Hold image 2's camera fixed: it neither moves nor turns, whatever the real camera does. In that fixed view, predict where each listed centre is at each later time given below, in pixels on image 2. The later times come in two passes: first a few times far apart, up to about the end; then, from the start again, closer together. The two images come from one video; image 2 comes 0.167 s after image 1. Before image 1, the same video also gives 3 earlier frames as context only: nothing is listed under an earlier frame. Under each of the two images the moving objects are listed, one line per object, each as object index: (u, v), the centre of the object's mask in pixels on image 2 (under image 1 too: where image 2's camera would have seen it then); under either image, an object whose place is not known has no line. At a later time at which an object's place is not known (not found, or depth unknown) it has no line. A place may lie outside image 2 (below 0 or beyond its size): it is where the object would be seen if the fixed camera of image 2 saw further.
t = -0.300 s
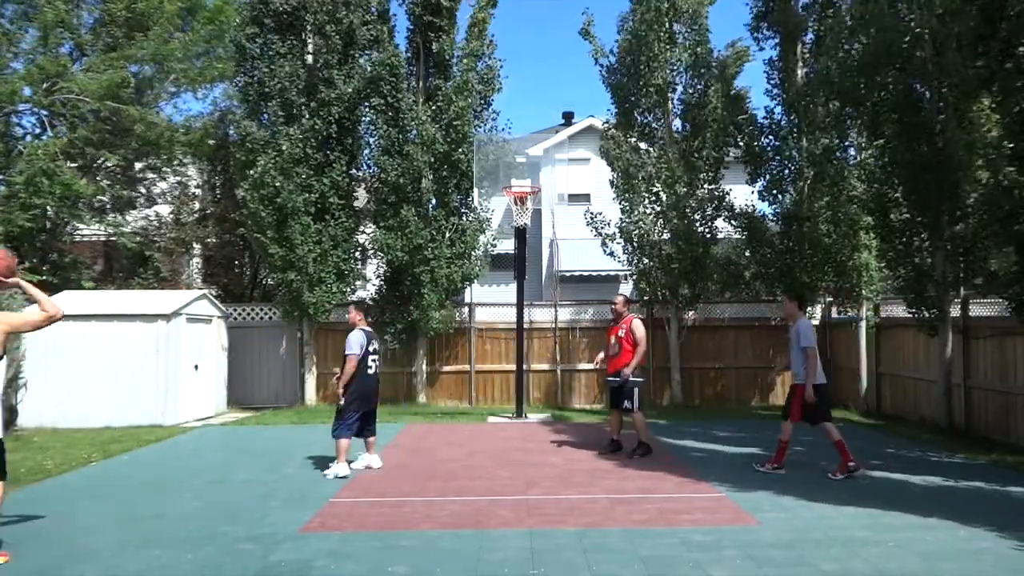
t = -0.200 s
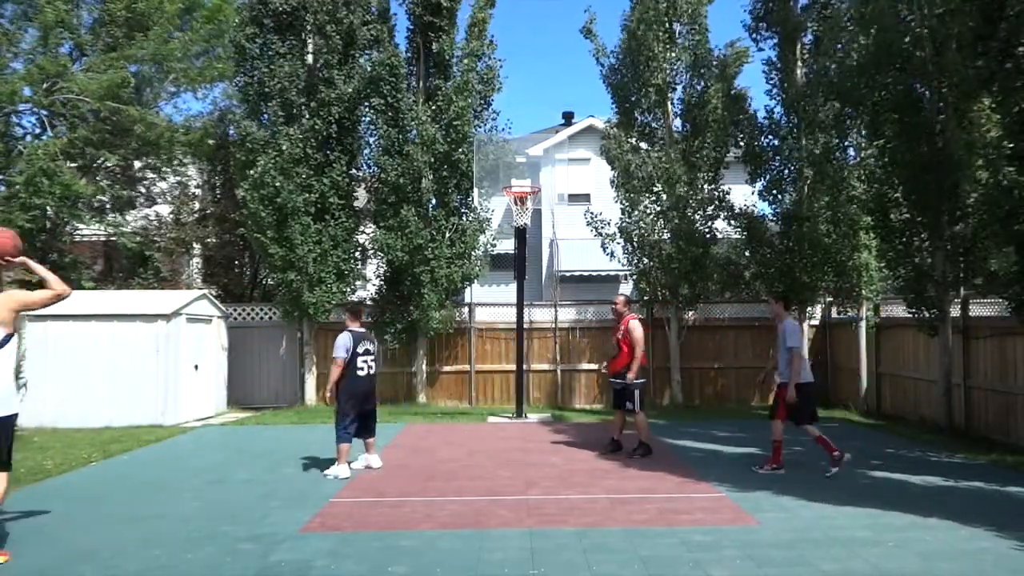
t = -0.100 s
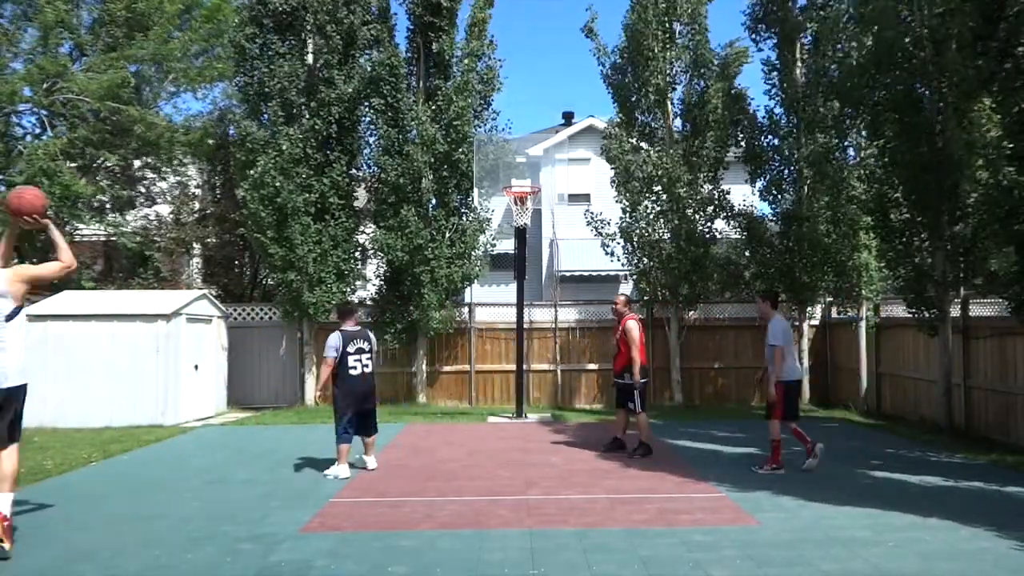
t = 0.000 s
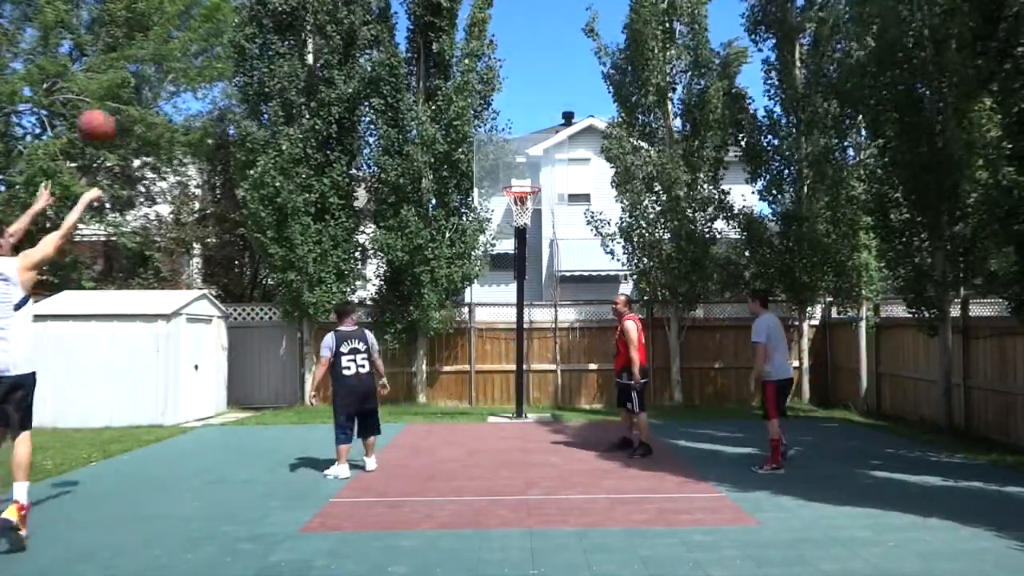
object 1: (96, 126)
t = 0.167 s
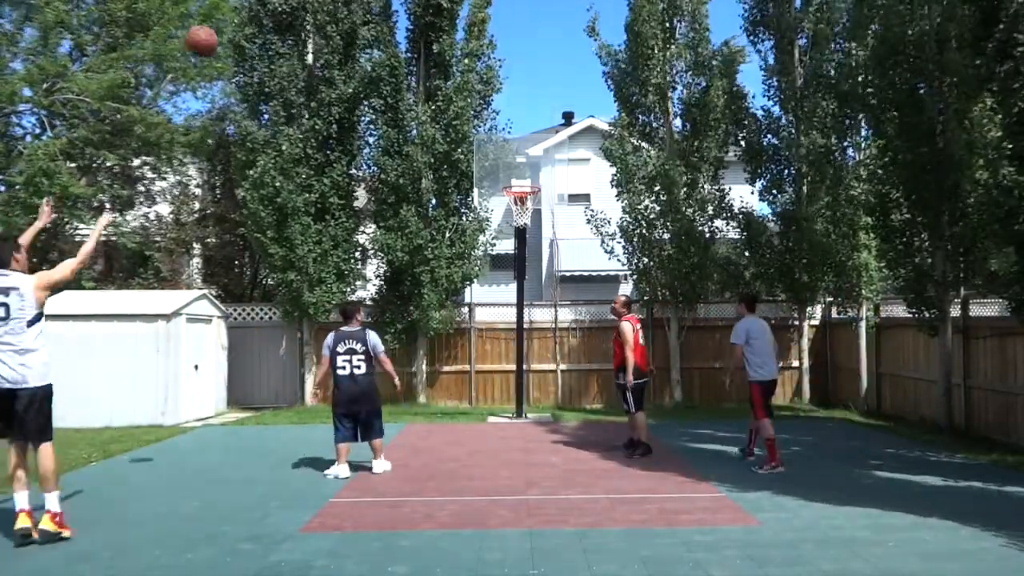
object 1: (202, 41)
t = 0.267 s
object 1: (253, 13)
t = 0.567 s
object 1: (375, 10)
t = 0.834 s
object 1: (454, 68)
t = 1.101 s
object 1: (517, 171)
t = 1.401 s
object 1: (502, 150)
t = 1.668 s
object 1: (471, 174)
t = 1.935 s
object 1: (426, 305)
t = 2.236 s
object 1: (352, 450)
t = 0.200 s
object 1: (220, 30)
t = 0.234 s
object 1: (237, 21)
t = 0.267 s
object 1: (253, 13)
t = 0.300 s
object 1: (268, 9)
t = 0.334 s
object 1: (284, 6)
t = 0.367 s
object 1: (301, 6)
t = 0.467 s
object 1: (338, 6)
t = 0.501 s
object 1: (354, 6)
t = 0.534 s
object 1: (364, 7)
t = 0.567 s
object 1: (375, 10)
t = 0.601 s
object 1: (385, 13)
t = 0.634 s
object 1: (397, 19)
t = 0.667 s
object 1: (408, 26)
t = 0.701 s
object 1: (417, 33)
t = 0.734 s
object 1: (427, 40)
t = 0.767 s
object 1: (437, 49)
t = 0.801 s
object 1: (445, 58)
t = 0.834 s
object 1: (454, 68)
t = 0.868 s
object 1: (464, 80)
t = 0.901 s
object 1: (472, 92)
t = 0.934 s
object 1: (480, 103)
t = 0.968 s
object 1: (488, 115)
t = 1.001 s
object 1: (495, 129)
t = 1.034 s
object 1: (503, 143)
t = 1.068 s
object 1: (510, 158)
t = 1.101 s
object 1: (517, 171)
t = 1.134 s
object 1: (525, 185)
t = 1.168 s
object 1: (522, 180)
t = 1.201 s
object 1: (520, 174)
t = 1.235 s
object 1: (517, 169)
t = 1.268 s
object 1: (514, 163)
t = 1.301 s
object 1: (511, 159)
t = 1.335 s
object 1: (508, 155)
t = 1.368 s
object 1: (505, 152)
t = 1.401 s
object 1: (502, 150)
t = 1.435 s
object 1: (498, 149)
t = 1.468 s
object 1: (495, 149)
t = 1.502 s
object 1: (492, 150)
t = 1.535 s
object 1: (488, 152)
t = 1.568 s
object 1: (484, 156)
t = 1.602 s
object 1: (480, 160)
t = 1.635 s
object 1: (476, 166)
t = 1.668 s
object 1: (471, 174)
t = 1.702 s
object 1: (467, 182)
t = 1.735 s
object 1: (462, 193)
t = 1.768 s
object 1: (457, 206)
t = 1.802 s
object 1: (452, 221)
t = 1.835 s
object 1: (446, 239)
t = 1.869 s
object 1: (439, 258)
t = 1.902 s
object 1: (434, 280)
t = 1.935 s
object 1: (426, 305)
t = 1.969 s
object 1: (419, 333)
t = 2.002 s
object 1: (411, 366)
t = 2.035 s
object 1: (403, 403)
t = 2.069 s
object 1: (393, 445)
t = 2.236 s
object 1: (352, 450)
